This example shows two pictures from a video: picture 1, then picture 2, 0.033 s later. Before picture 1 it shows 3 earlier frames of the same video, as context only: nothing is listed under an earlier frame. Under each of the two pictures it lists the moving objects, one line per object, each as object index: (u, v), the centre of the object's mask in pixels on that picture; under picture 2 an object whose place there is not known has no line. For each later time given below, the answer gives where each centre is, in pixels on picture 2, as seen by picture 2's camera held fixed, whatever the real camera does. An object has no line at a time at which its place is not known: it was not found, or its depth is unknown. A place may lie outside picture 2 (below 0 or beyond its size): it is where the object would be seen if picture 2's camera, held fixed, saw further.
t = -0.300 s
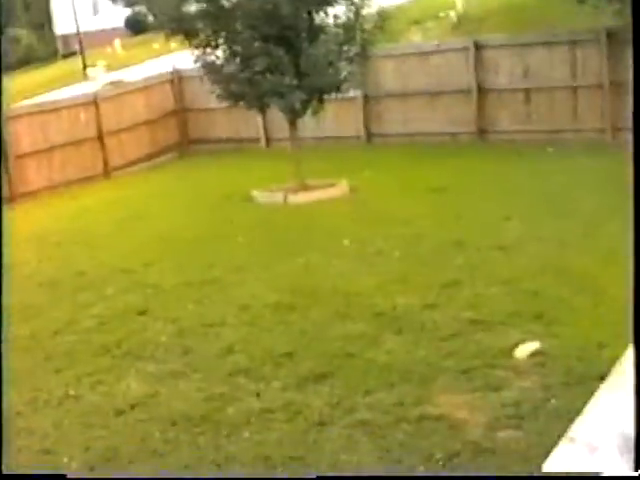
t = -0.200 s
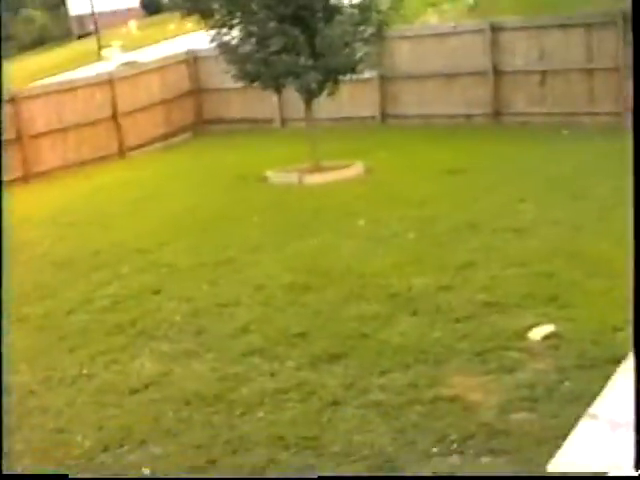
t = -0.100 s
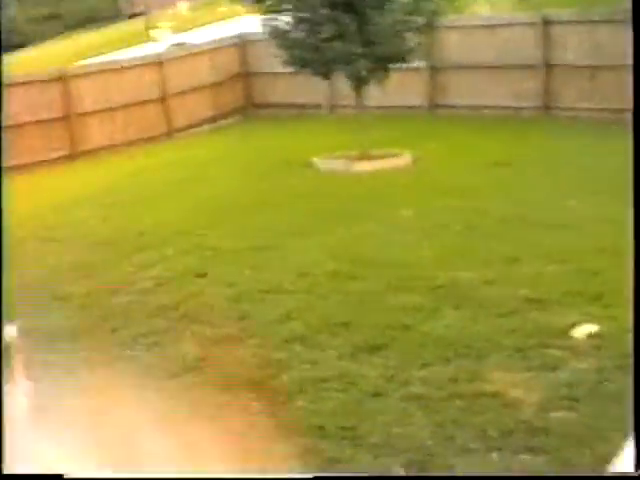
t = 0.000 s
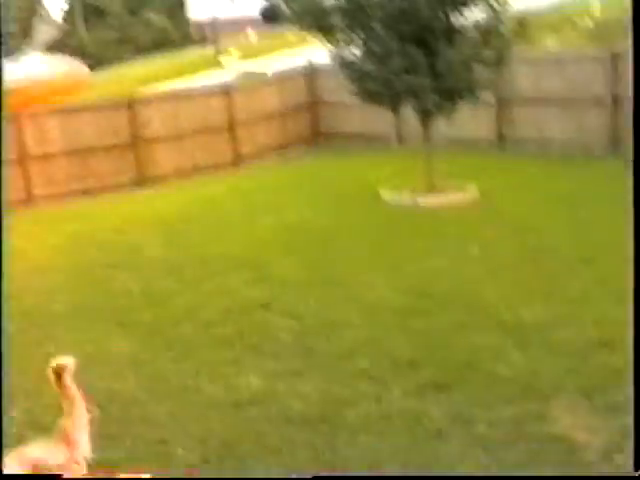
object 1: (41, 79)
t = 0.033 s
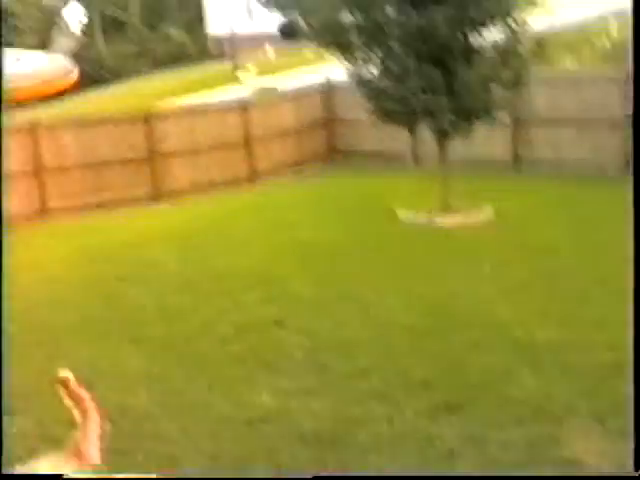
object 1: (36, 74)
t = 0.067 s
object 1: (21, 64)
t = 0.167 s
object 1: (-15, 58)
